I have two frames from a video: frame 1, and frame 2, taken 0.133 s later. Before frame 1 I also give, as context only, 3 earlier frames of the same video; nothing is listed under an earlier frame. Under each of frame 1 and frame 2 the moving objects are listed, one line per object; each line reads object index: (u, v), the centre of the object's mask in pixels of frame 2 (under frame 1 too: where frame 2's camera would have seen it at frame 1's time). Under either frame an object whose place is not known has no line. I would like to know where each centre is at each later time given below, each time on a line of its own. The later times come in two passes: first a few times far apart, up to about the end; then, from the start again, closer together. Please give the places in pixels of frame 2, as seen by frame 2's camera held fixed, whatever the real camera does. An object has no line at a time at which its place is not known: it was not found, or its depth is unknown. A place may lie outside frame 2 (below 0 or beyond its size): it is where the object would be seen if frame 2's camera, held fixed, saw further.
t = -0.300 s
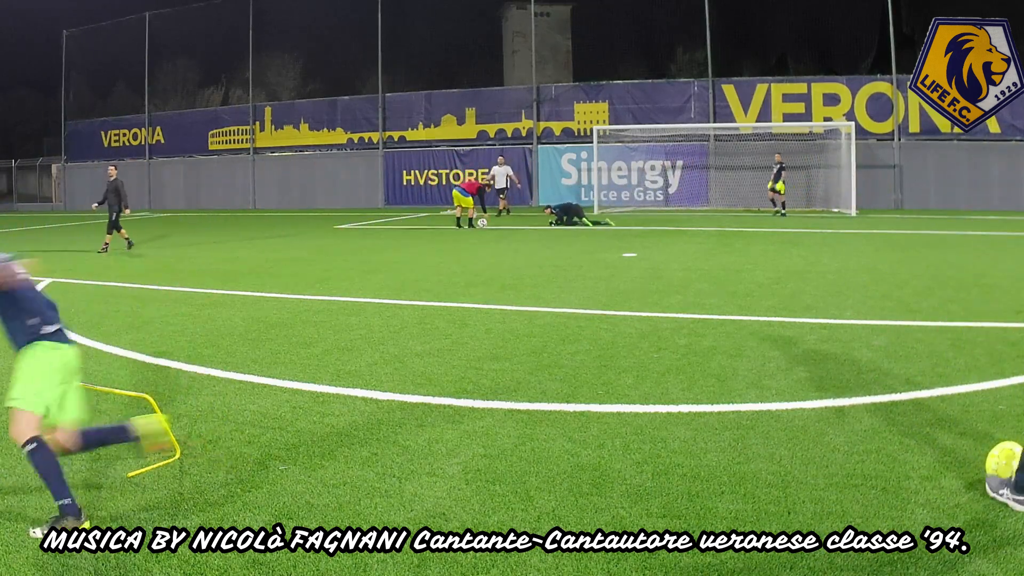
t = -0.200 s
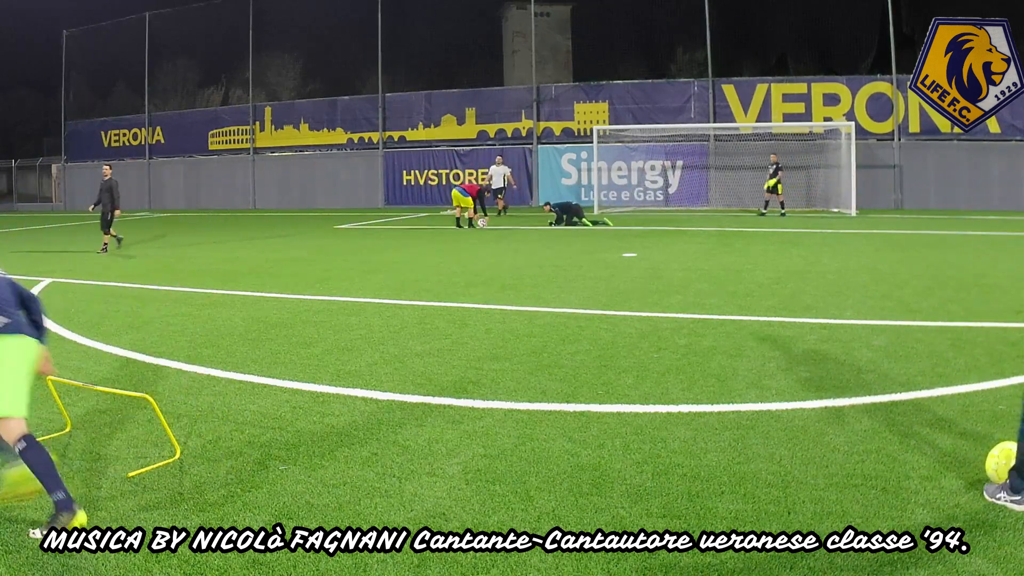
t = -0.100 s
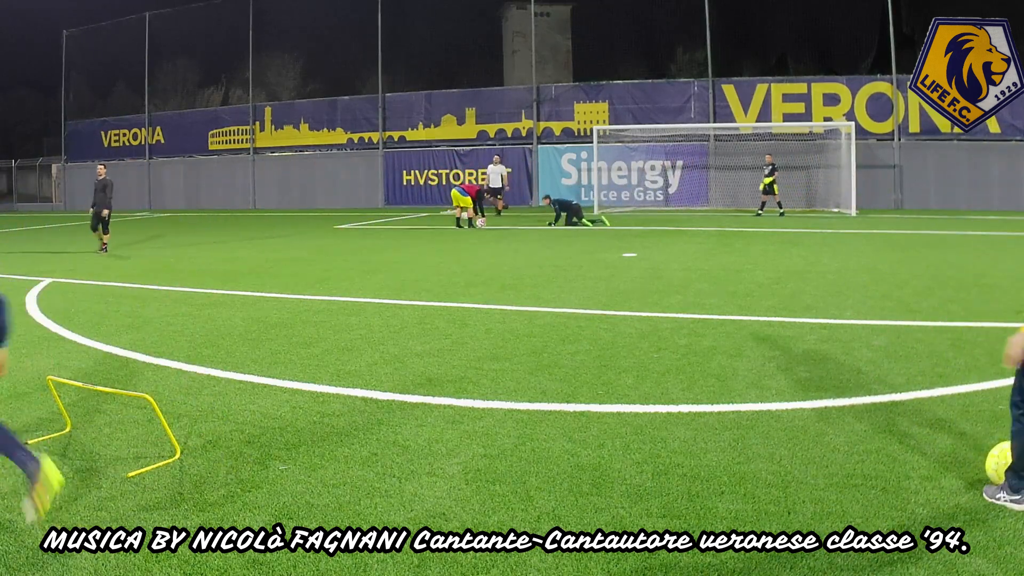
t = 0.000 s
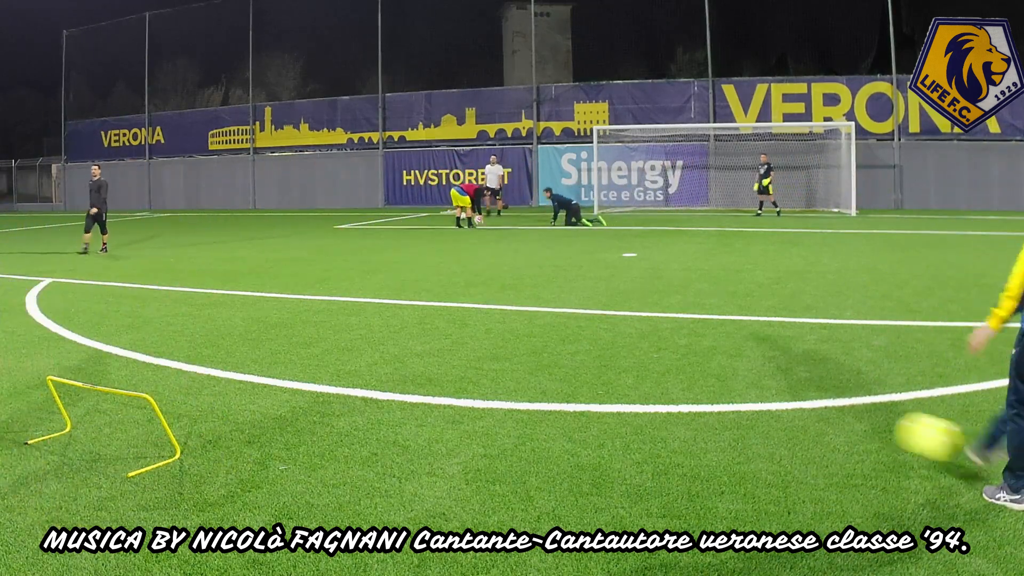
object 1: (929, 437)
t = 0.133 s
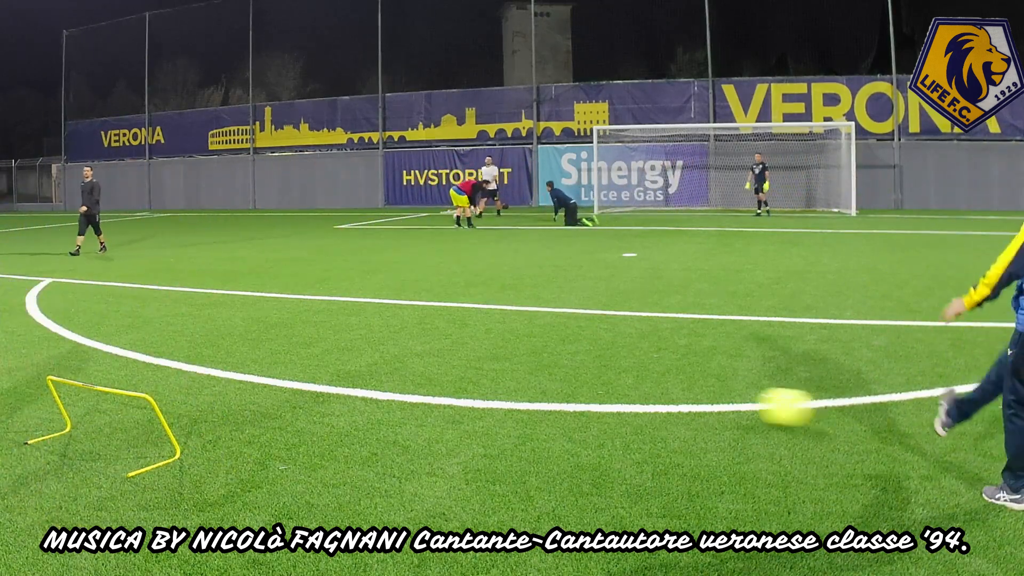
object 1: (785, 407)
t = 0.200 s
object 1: (725, 392)
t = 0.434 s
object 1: (579, 353)
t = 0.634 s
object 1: (500, 332)
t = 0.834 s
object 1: (440, 317)
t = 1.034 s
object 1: (405, 307)
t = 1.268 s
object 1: (374, 298)
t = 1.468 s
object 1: (351, 291)
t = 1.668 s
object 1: (331, 285)
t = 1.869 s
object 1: (315, 281)
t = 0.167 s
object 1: (754, 402)
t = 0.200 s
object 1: (725, 392)
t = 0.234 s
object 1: (701, 386)
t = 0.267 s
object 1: (677, 379)
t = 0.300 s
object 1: (654, 374)
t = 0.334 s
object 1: (633, 371)
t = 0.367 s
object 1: (613, 366)
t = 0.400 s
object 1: (596, 359)
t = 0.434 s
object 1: (579, 353)
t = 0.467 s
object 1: (564, 349)
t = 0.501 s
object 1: (549, 347)
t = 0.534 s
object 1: (535, 345)
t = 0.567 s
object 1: (523, 341)
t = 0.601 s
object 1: (511, 336)
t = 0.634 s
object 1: (500, 332)
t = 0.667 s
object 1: (490, 330)
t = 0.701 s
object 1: (480, 329)
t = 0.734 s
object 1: (455, 320)
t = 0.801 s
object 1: (447, 318)
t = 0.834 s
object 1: (440, 317)
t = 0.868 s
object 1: (434, 316)
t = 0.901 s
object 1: (428, 313)
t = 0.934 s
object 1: (422, 311)
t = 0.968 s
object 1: (416, 309)
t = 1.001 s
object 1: (410, 308)
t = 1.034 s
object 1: (405, 307)
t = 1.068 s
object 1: (400, 305)
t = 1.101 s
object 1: (395, 304)
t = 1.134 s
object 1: (391, 302)
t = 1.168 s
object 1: (386, 301)
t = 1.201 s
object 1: (382, 300)
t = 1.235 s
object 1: (378, 298)
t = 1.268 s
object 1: (374, 298)
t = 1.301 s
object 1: (370, 297)
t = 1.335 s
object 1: (365, 295)
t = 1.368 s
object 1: (362, 293)
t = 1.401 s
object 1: (358, 292)
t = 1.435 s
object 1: (355, 292)
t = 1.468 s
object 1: (351, 291)
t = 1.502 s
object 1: (347, 290)
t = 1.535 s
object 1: (344, 288)
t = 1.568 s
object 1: (341, 287)
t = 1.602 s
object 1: (337, 287)
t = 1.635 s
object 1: (334, 287)
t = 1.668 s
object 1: (331, 285)
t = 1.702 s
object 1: (328, 284)
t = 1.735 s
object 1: (326, 283)
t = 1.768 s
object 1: (323, 283)
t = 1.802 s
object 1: (320, 282)
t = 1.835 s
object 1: (318, 281)
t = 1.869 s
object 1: (315, 281)
